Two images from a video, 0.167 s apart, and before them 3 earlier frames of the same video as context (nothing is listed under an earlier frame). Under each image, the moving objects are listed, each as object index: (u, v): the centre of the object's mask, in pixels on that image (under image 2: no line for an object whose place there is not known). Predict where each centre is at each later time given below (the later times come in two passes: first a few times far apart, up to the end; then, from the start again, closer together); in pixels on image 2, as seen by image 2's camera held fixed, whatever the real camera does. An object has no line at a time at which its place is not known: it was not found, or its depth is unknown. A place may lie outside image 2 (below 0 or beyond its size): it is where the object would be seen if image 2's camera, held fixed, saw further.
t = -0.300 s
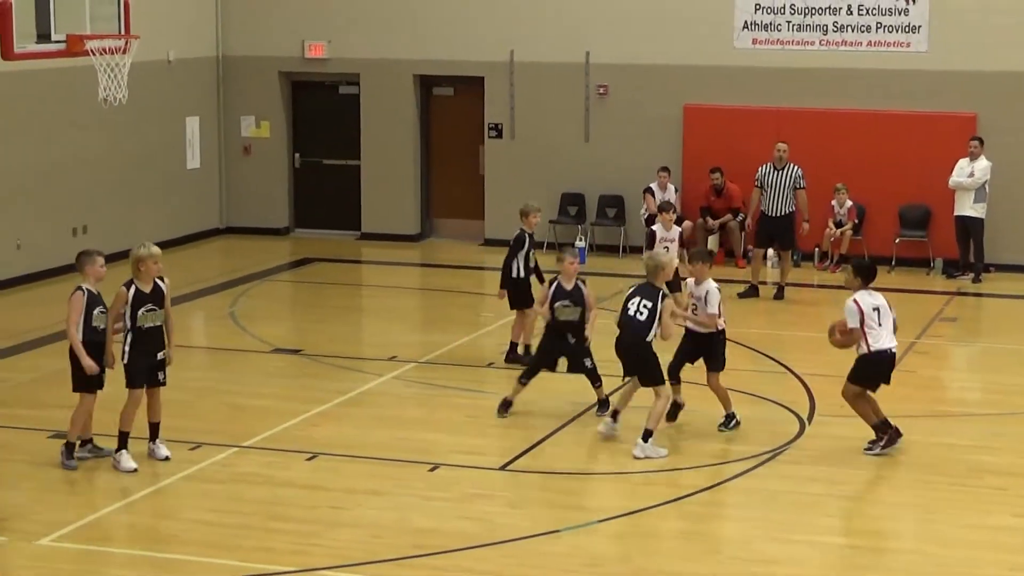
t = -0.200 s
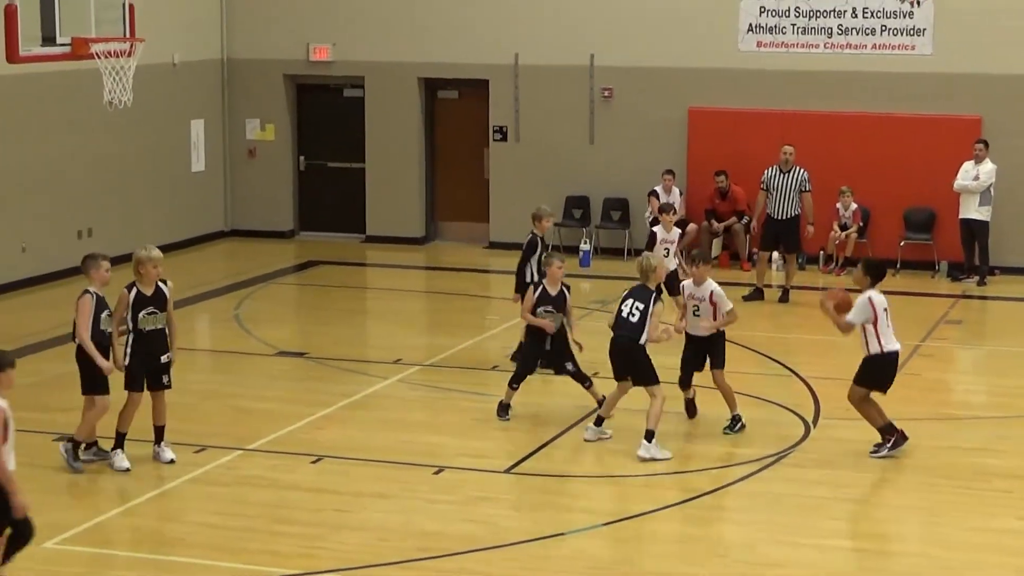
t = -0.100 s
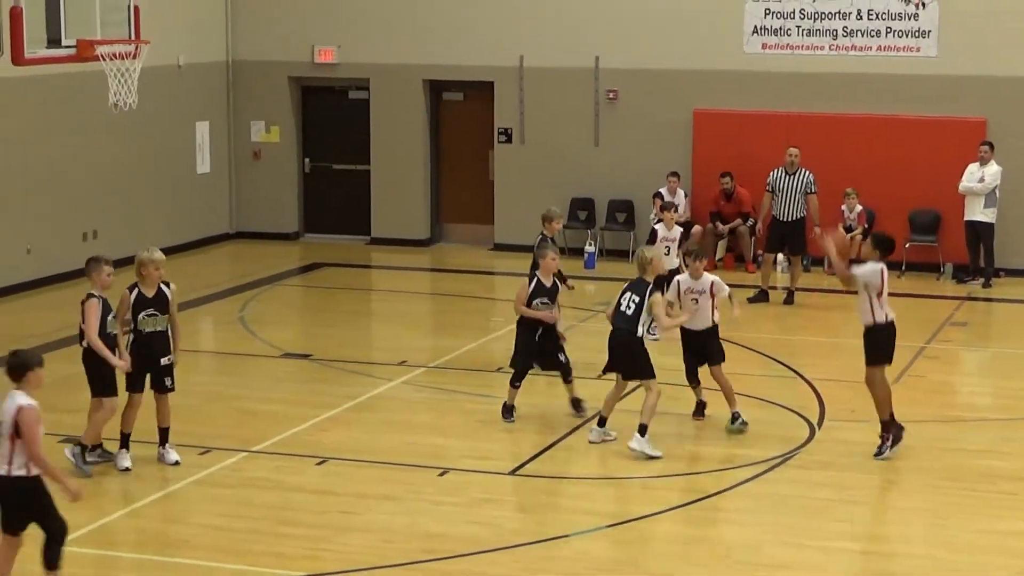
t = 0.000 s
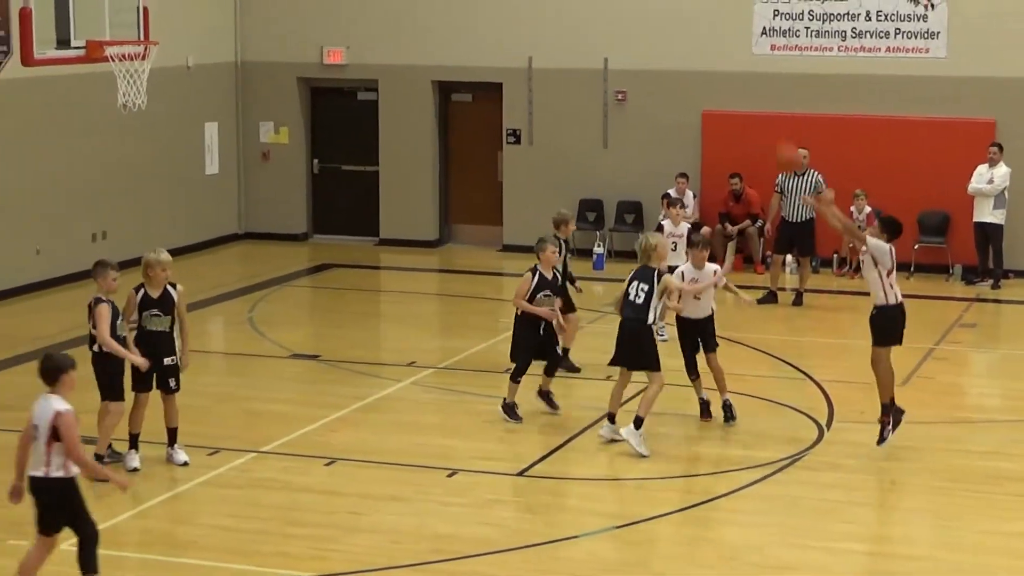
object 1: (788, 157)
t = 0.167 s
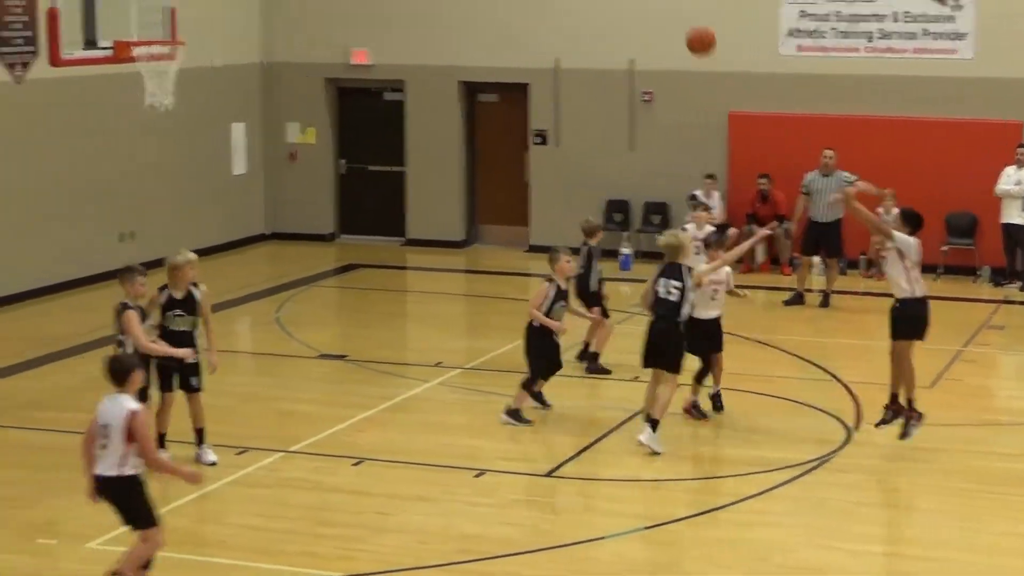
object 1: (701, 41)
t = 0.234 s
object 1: (656, 8)
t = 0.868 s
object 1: (283, -62)
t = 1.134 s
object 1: (166, 27)
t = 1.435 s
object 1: (241, 19)
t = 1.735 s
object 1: (335, 102)
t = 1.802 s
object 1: (357, 133)
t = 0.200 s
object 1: (678, 22)
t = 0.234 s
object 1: (656, 8)
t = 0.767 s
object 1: (338, -81)
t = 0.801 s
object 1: (318, -78)
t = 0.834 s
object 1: (300, -71)
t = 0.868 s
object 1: (283, -62)
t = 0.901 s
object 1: (267, -50)
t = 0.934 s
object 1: (249, -39)
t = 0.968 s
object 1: (232, -28)
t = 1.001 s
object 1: (215, -13)
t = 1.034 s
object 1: (199, 1)
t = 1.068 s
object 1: (185, 16)
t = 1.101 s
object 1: (171, 30)
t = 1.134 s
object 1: (166, 27)
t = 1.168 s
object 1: (163, 24)
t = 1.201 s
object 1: (163, 19)
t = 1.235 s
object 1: (175, 16)
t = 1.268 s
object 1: (185, 13)
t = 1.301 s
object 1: (197, 11)
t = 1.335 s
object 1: (208, 11)
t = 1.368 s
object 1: (219, 13)
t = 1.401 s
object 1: (230, 15)
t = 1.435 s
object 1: (241, 19)
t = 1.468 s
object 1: (251, 23)
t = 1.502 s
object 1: (262, 29)
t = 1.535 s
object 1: (272, 36)
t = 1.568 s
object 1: (283, 45)
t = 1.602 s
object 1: (292, 53)
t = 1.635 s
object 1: (301, 64)
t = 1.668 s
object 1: (312, 75)
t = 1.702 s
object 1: (325, 88)
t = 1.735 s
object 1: (335, 102)
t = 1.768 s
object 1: (345, 117)
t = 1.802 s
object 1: (357, 133)
